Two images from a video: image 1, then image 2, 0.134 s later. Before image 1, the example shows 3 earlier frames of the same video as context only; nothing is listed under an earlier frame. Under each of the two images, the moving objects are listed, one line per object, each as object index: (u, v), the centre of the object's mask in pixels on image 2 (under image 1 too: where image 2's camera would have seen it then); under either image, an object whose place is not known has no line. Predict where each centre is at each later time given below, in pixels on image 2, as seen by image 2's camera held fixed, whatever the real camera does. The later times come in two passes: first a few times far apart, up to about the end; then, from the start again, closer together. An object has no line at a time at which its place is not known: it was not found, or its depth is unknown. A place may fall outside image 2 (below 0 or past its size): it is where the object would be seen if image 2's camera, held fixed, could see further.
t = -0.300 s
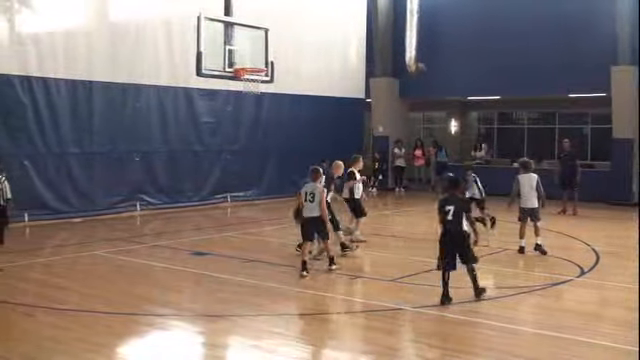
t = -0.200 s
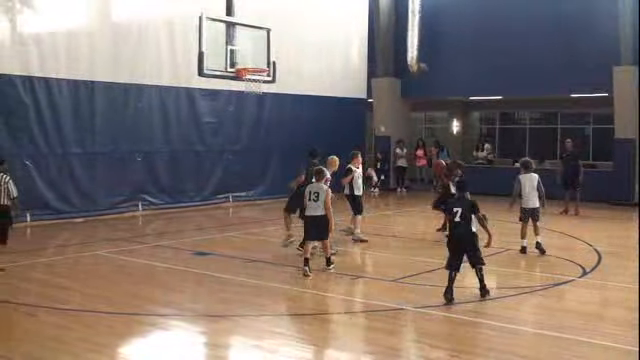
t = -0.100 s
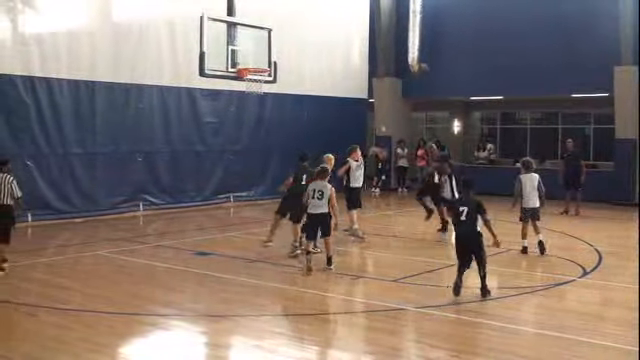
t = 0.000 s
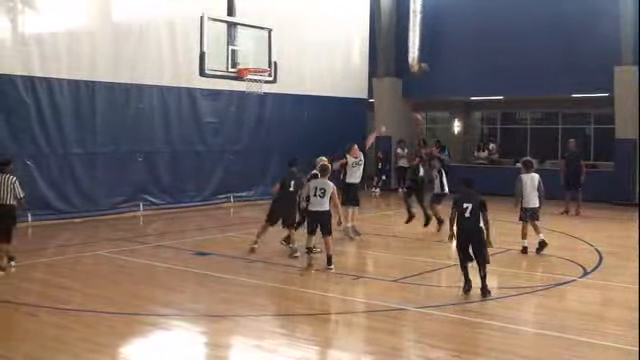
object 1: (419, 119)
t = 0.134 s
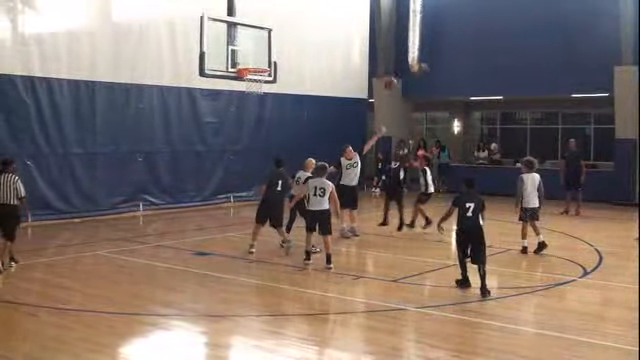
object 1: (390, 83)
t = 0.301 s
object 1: (356, 49)
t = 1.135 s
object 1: (243, 88)
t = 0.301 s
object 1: (356, 49)
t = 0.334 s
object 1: (349, 44)
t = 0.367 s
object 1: (343, 39)
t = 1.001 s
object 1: (237, 62)
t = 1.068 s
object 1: (242, 73)
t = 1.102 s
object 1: (242, 78)
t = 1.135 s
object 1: (243, 88)
